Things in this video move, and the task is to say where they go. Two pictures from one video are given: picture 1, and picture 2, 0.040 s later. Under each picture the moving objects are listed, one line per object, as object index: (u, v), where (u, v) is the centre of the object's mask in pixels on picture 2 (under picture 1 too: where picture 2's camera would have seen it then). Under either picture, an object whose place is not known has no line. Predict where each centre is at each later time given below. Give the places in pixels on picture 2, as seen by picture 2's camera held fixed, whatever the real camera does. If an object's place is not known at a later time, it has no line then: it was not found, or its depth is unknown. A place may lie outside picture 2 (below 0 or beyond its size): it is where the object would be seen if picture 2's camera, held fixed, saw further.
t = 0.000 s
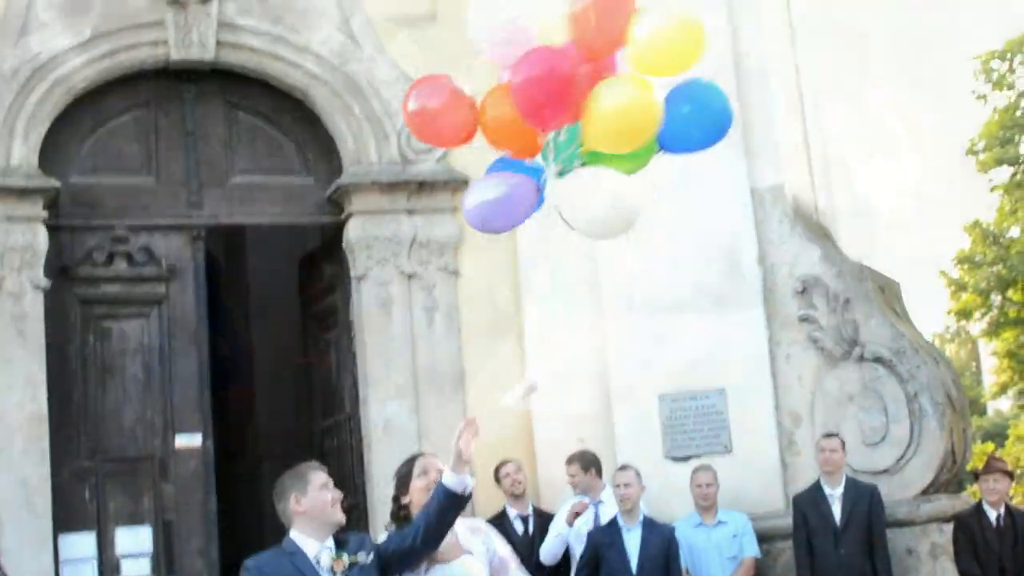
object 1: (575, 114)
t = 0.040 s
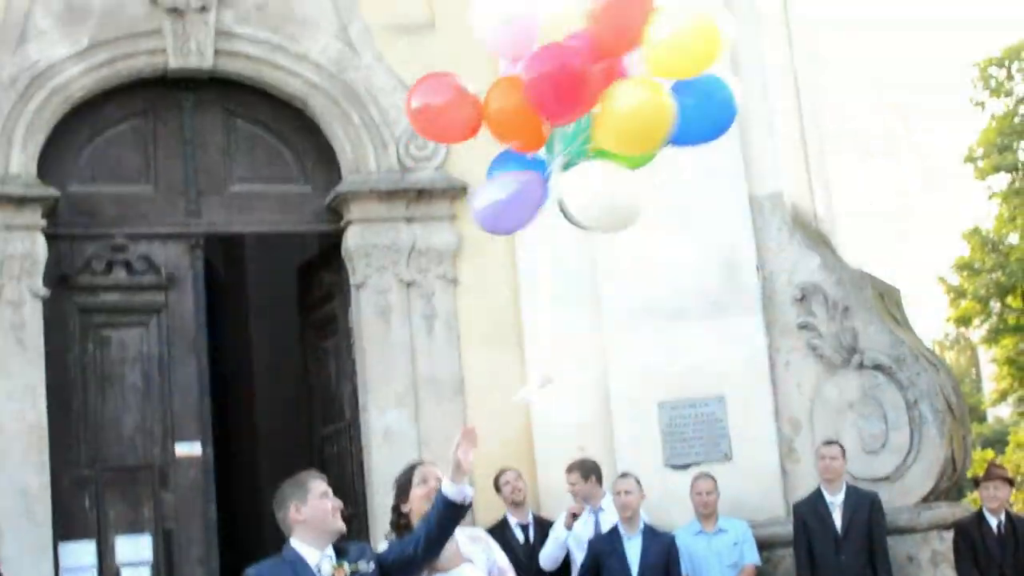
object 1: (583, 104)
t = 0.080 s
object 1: (595, 102)
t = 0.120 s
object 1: (606, 87)
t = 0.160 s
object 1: (617, 74)
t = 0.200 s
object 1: (627, 61)
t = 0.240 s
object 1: (642, 45)
